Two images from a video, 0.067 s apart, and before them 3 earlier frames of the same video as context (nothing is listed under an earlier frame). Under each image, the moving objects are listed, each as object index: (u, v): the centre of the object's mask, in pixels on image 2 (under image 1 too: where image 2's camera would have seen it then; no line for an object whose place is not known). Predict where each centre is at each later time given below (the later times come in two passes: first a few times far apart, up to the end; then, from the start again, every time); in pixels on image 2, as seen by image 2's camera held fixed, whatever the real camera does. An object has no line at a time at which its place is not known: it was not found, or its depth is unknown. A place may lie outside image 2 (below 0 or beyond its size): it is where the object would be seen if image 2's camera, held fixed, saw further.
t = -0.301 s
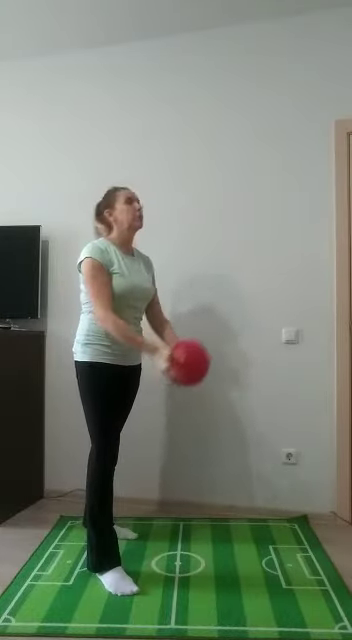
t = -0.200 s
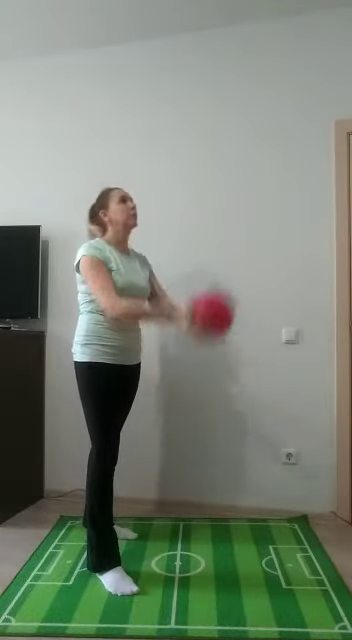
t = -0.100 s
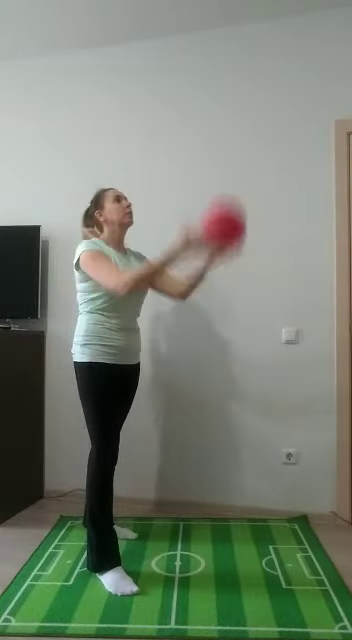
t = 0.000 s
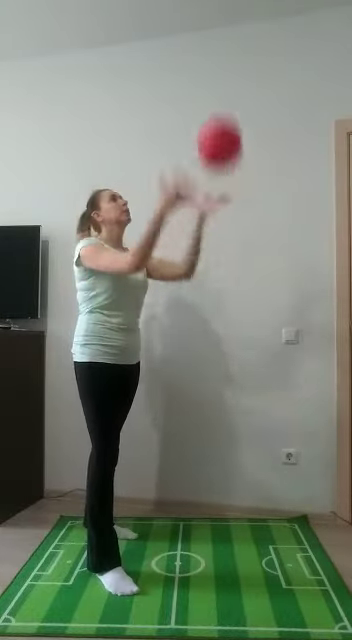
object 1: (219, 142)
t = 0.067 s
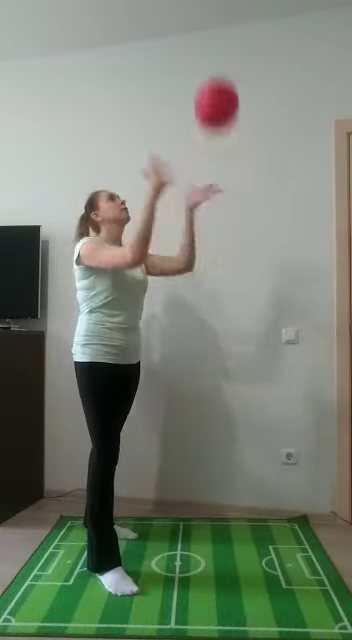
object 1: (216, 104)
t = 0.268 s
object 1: (207, 51)
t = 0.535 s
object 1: (196, 118)
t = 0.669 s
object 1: (190, 206)
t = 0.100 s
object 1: (214, 88)
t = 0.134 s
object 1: (213, 76)
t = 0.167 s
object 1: (212, 66)
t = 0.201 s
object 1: (210, 59)
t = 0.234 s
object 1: (209, 54)
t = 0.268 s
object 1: (207, 51)
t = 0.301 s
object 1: (206, 52)
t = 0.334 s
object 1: (204, 54)
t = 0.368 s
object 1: (203, 59)
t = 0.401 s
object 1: (201, 66)
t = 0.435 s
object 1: (200, 76)
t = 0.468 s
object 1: (199, 87)
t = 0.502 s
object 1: (197, 101)
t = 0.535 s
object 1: (196, 118)
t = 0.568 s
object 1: (194, 136)
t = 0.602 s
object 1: (193, 157)
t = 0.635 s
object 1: (192, 180)
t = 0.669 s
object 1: (190, 206)
